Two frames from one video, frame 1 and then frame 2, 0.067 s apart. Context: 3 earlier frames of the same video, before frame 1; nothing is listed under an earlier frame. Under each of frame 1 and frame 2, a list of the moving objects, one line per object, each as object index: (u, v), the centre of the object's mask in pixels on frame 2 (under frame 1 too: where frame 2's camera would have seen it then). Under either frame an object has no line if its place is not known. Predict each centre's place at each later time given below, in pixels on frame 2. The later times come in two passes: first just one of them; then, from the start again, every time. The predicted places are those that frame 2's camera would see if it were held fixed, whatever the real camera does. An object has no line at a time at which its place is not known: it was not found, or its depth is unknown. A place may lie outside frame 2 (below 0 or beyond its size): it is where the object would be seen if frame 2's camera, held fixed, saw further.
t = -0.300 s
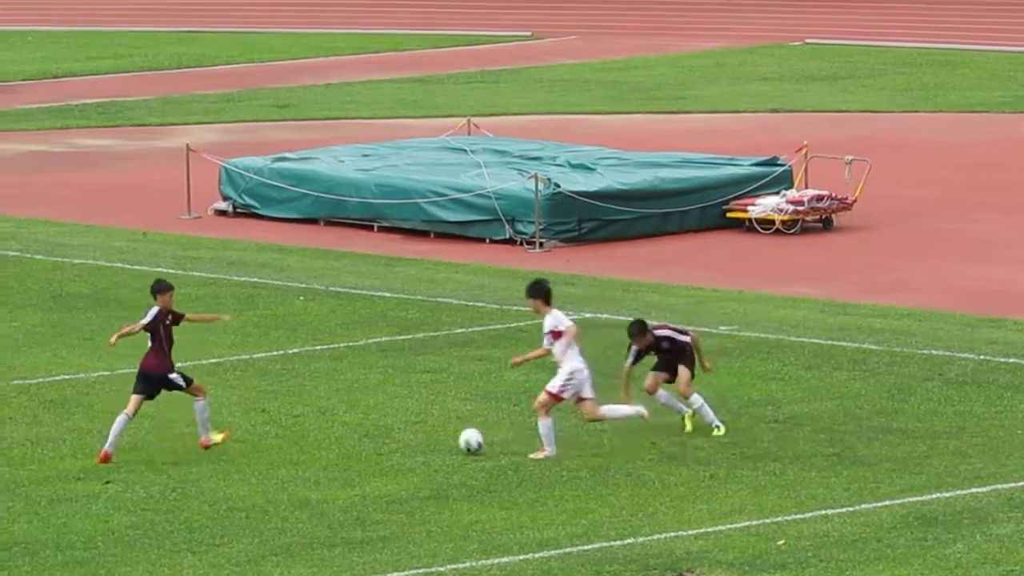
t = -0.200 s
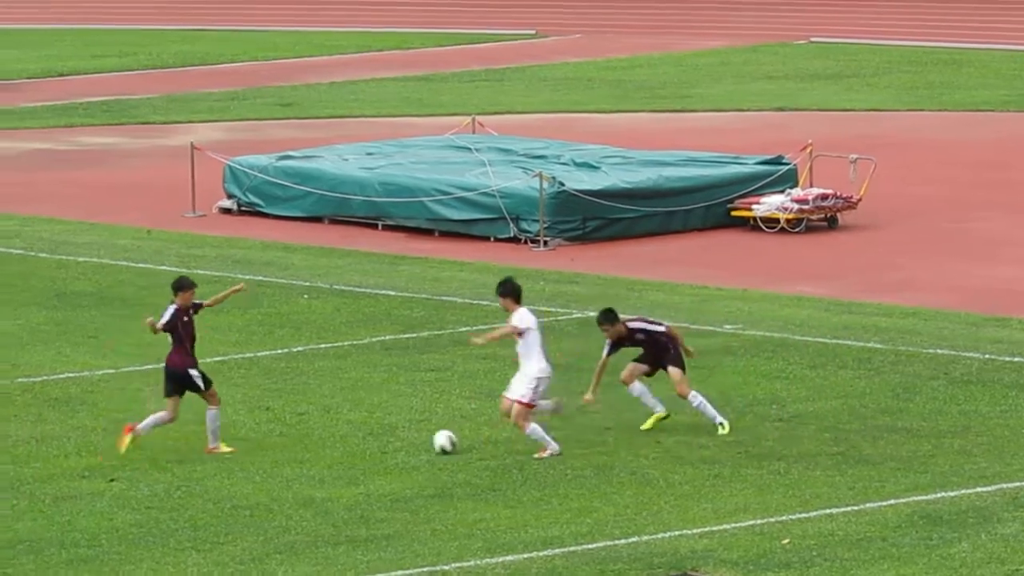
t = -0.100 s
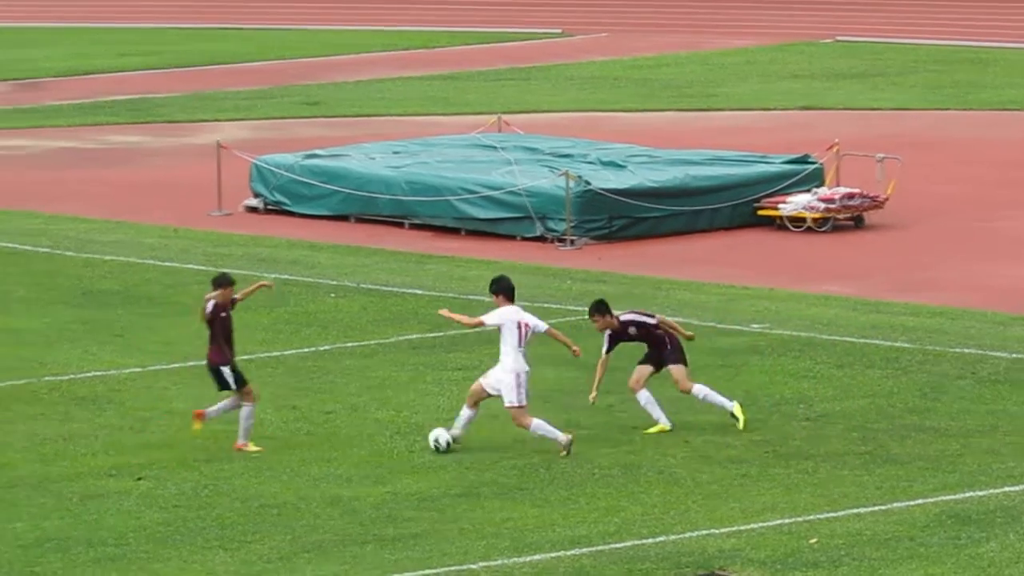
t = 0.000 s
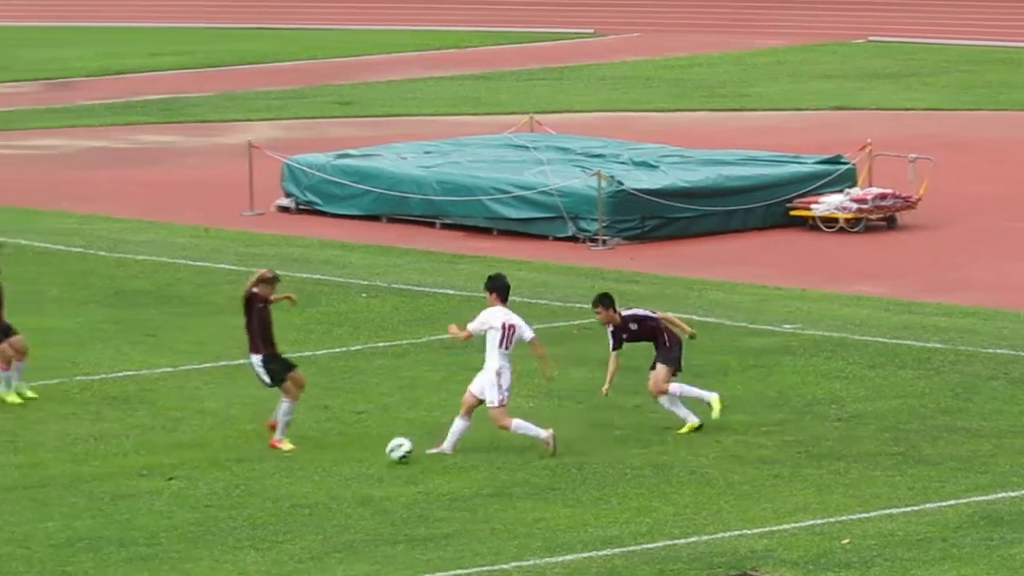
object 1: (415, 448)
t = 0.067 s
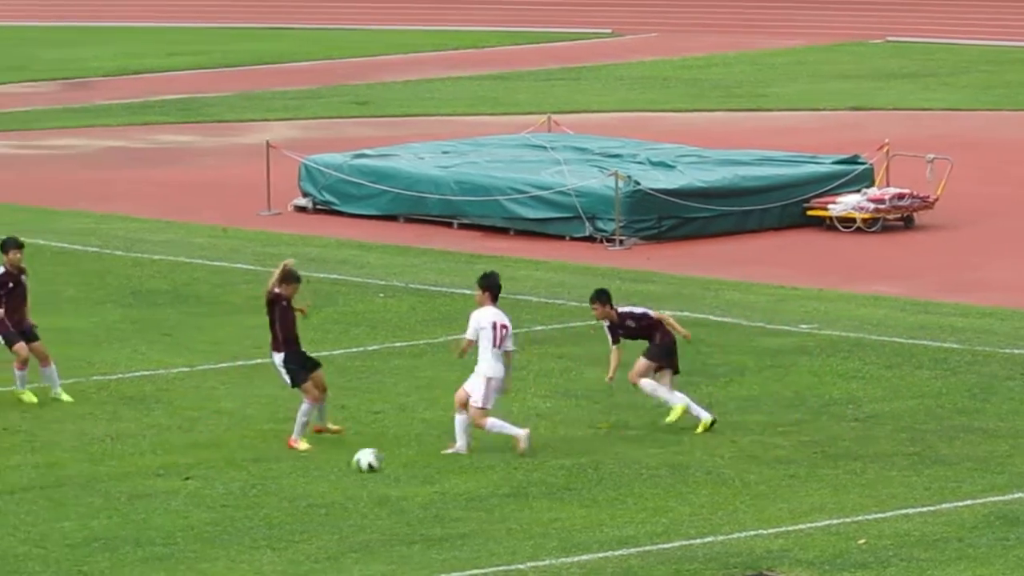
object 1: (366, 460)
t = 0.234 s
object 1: (261, 474)
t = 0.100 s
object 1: (344, 464)
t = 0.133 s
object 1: (323, 466)
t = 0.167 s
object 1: (302, 468)
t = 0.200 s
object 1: (281, 470)
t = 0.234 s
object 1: (261, 474)
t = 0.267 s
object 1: (241, 478)
